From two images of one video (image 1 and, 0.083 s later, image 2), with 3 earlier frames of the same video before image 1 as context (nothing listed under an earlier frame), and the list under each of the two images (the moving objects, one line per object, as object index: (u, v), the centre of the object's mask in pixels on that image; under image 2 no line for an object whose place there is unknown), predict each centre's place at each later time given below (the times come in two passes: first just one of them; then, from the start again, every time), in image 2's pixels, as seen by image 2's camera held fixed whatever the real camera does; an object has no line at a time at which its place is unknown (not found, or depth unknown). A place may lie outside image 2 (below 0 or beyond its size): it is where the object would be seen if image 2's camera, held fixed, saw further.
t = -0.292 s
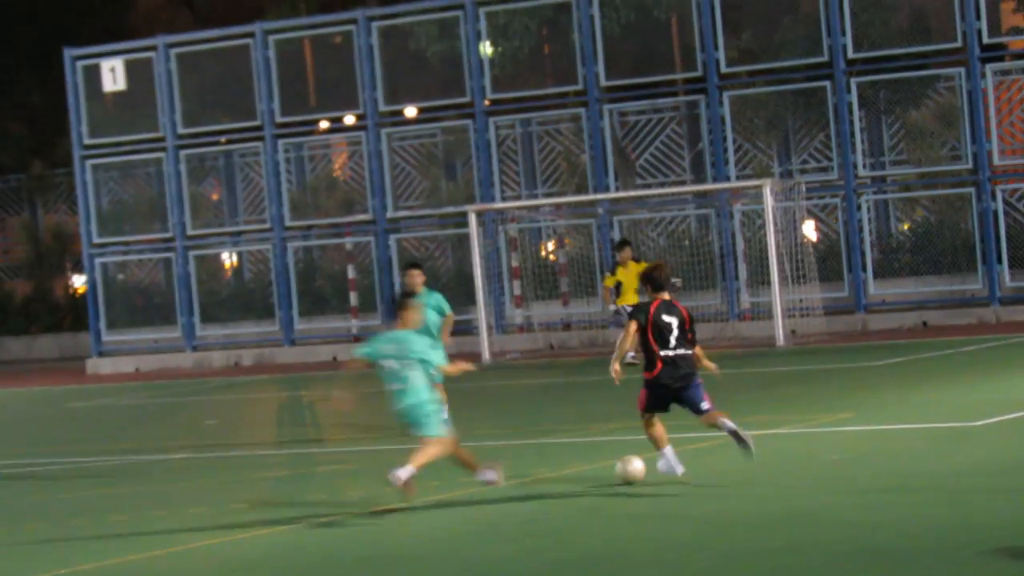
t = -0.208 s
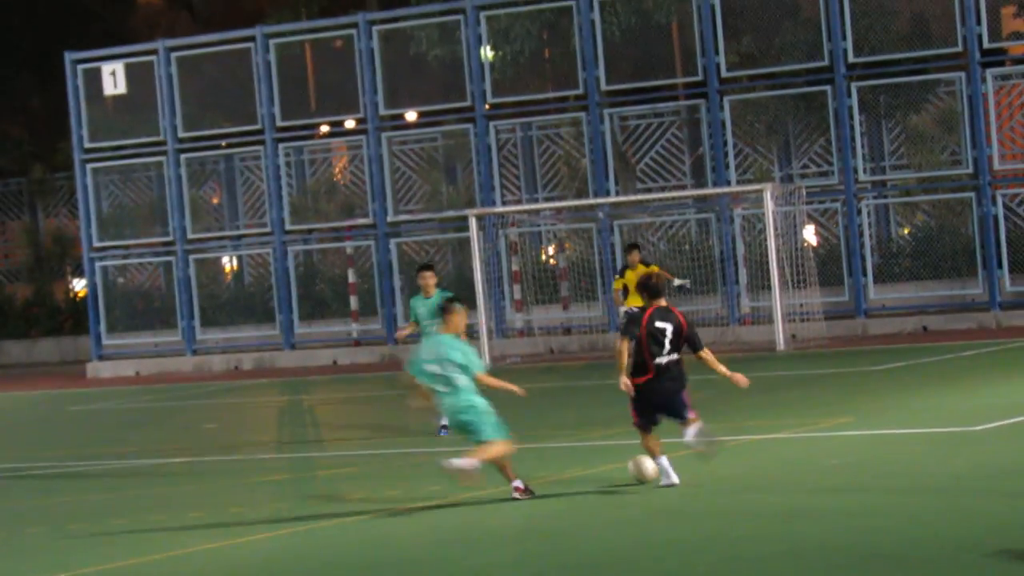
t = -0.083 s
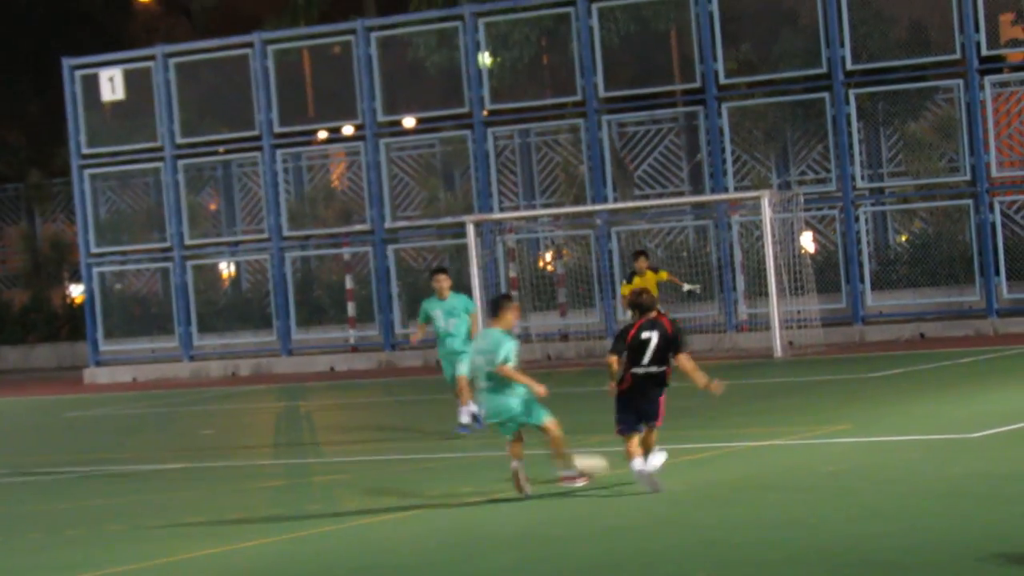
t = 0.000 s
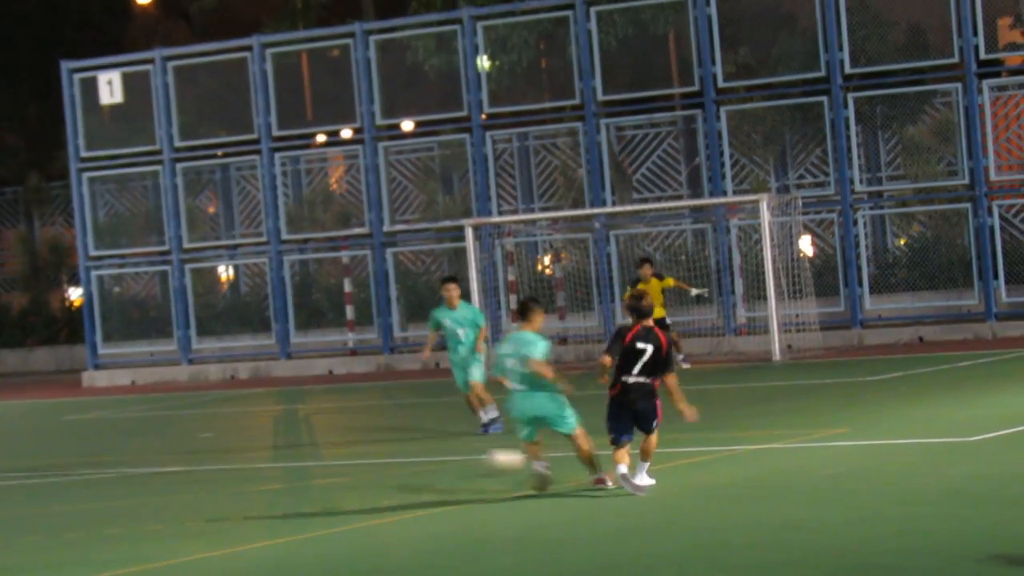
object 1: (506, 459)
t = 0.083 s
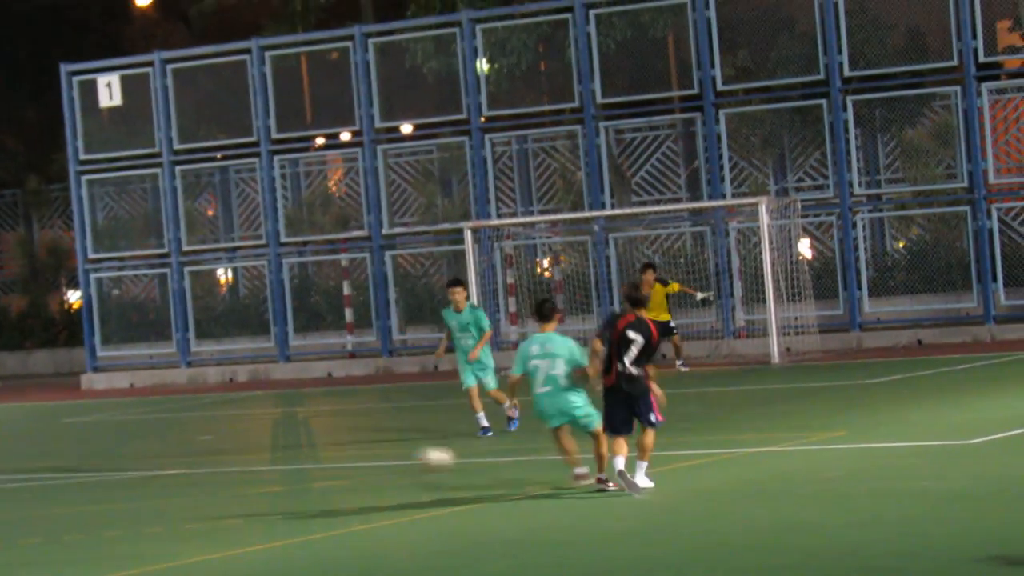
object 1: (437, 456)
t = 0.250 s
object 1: (330, 447)
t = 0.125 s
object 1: (407, 453)
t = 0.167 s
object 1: (379, 453)
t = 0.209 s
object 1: (353, 451)
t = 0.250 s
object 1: (330, 447)
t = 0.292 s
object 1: (306, 447)
